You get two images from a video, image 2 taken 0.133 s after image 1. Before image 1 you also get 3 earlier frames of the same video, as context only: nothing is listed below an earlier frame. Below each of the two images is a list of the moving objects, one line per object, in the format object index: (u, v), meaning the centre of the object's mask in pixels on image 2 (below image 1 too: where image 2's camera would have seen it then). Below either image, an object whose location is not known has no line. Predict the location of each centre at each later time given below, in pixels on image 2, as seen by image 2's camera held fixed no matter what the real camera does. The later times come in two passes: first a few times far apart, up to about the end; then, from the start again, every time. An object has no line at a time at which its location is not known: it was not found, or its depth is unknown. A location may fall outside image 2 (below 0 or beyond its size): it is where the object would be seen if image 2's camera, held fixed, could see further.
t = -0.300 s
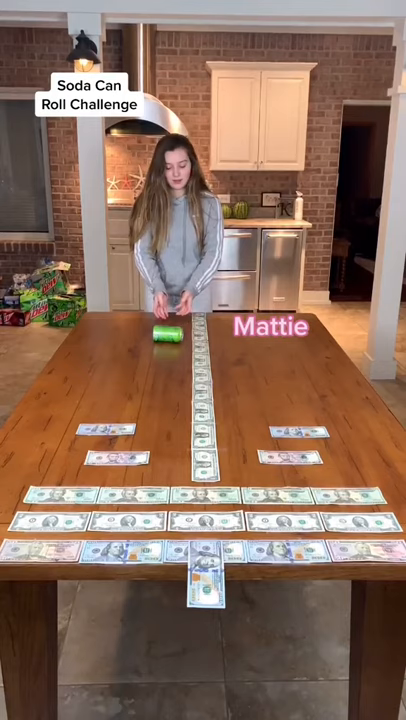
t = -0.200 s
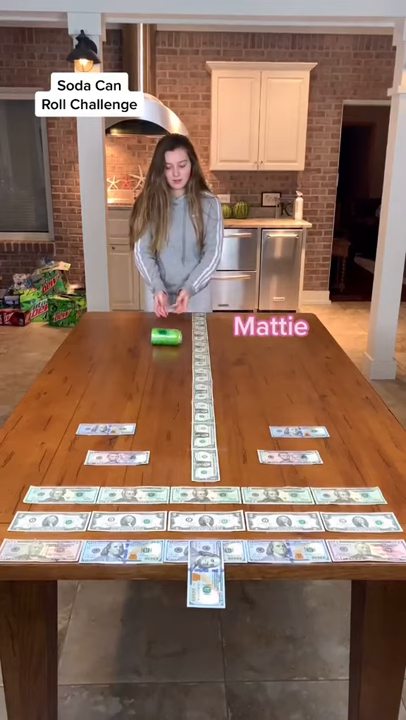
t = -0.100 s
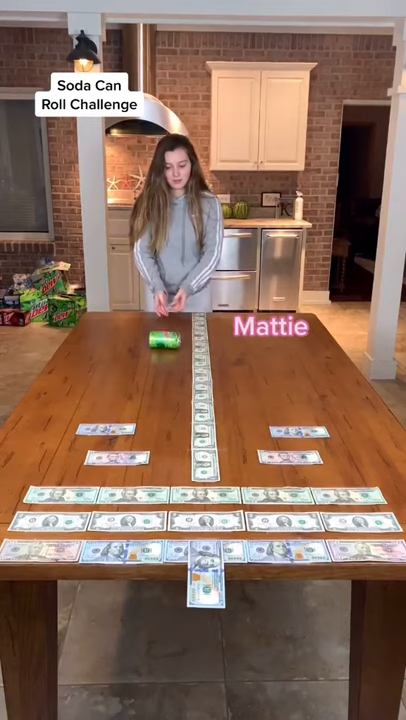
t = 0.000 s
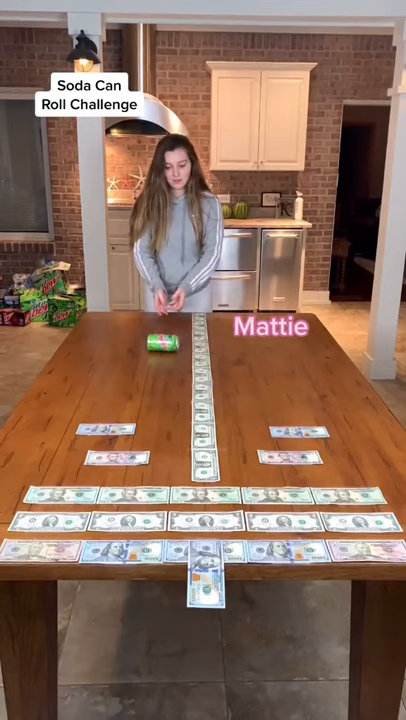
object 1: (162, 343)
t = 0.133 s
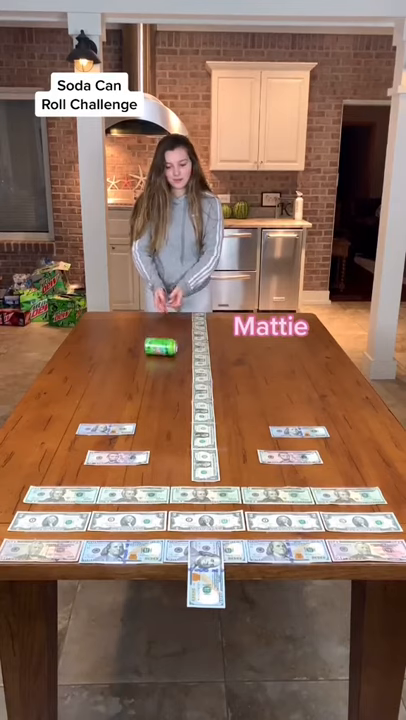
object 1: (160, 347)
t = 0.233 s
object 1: (158, 350)
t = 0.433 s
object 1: (155, 356)
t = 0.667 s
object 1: (151, 364)
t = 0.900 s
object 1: (147, 372)
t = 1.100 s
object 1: (143, 379)
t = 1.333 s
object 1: (138, 388)
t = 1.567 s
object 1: (133, 396)
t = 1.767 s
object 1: (129, 404)
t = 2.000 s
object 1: (124, 413)
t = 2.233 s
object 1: (119, 422)
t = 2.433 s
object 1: (115, 430)
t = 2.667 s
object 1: (110, 438)
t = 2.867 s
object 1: (106, 446)
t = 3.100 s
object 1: (100, 455)
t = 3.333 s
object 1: (96, 465)
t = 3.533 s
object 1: (91, 473)
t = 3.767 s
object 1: (87, 482)
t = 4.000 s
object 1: (82, 490)
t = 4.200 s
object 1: (76, 499)
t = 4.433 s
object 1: (72, 508)
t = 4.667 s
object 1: (67, 517)
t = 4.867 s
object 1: (62, 524)
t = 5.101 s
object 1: (59, 531)
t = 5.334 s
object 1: (54, 539)
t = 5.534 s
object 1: (51, 545)
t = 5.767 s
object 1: (46, 572)
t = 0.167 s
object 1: (160, 348)
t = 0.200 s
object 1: (159, 349)
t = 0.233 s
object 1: (158, 350)
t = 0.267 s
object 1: (158, 351)
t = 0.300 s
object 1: (157, 352)
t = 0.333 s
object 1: (157, 353)
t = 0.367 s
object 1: (156, 354)
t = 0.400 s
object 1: (156, 355)
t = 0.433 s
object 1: (155, 356)
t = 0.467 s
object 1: (155, 357)
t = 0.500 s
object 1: (154, 358)
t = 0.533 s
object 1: (154, 359)
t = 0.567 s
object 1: (153, 360)
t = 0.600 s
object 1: (152, 362)
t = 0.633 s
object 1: (152, 363)
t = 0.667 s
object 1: (151, 364)
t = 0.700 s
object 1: (150, 365)
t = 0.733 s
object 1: (150, 366)
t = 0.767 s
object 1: (149, 367)
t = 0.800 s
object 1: (149, 368)
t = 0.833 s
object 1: (148, 370)
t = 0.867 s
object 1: (147, 371)
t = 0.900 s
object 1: (147, 372)
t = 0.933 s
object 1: (146, 373)
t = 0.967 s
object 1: (146, 374)
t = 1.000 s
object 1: (145, 376)
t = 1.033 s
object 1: (144, 377)
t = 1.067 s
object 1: (143, 378)
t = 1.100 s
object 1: (143, 379)
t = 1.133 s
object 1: (142, 380)
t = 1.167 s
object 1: (141, 382)
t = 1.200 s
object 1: (141, 383)
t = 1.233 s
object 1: (140, 384)
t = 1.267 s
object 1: (139, 385)
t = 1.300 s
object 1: (138, 386)
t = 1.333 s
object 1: (138, 388)
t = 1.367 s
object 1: (137, 389)
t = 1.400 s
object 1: (136, 390)
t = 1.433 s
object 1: (136, 392)
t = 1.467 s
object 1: (135, 393)
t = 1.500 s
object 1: (135, 394)
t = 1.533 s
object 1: (134, 395)
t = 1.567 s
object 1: (133, 396)
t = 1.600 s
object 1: (133, 398)
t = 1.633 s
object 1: (131, 399)
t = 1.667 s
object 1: (131, 400)
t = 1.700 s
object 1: (130, 402)
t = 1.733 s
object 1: (129, 403)
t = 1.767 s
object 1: (129, 404)
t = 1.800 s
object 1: (128, 405)
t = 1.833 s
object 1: (127, 406)
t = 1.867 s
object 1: (127, 408)
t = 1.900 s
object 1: (126, 409)
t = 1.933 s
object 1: (125, 411)
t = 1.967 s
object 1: (124, 412)
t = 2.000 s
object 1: (124, 413)
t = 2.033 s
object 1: (123, 414)
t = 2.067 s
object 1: (122, 416)
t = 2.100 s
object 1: (121, 417)
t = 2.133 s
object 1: (121, 419)
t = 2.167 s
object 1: (120, 420)
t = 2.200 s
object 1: (120, 421)
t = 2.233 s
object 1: (119, 422)
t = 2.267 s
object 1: (118, 423)
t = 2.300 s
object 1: (118, 424)
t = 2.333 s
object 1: (117, 426)
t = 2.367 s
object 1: (116, 427)
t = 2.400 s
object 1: (115, 429)
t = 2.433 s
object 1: (115, 430)
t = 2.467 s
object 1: (114, 431)
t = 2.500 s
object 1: (113, 432)
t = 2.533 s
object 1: (113, 434)
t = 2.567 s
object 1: (112, 435)
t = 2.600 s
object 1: (111, 436)
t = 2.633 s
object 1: (111, 437)
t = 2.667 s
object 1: (110, 438)
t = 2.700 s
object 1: (110, 440)
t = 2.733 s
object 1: (109, 440)
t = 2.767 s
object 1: (108, 442)
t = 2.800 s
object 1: (108, 443)
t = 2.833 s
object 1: (107, 445)
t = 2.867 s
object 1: (106, 446)
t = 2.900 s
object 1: (105, 447)
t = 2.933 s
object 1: (104, 449)
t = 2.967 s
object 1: (103, 450)
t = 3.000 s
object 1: (103, 451)
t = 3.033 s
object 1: (102, 452)
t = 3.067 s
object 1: (101, 454)
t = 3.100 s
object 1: (100, 455)
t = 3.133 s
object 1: (100, 456)
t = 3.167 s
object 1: (99, 458)
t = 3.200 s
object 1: (99, 459)
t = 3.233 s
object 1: (98, 461)
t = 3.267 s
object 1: (97, 462)
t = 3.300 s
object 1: (96, 463)
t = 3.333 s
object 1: (96, 465)
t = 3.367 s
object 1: (95, 466)
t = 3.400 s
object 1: (94, 468)
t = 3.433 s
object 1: (93, 469)
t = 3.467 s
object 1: (92, 471)
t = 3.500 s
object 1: (92, 472)
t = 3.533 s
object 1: (91, 473)
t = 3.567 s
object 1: (90, 474)
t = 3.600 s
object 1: (89, 475)
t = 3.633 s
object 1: (89, 477)
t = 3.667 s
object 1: (88, 478)
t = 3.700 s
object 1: (88, 479)
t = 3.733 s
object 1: (87, 481)
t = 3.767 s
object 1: (87, 482)
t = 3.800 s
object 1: (86, 483)
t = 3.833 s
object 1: (85, 484)
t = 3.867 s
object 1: (84, 486)
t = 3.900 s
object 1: (84, 487)
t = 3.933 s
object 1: (83, 488)
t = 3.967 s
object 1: (82, 489)
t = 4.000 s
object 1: (82, 490)
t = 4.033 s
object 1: (81, 492)
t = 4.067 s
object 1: (80, 493)
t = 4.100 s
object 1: (79, 495)
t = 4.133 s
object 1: (78, 496)
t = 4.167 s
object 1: (77, 497)
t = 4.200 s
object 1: (76, 499)
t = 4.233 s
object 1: (76, 500)
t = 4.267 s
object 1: (75, 502)
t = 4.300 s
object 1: (74, 503)
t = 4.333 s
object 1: (74, 504)
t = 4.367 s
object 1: (73, 505)
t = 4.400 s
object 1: (73, 506)
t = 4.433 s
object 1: (72, 508)
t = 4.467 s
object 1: (71, 510)
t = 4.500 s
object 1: (70, 511)
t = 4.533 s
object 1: (69, 512)
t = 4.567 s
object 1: (69, 513)
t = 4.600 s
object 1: (68, 514)
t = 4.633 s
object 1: (67, 515)
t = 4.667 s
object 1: (67, 517)
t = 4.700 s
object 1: (66, 518)
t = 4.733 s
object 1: (65, 519)
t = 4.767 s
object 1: (65, 521)
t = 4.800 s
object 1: (64, 522)
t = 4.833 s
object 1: (63, 523)
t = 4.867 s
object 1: (62, 524)
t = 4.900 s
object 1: (62, 526)
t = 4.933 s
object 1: (62, 526)
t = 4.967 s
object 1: (61, 528)
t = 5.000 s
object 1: (60, 529)
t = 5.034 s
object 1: (60, 530)
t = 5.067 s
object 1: (60, 530)
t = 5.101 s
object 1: (59, 531)
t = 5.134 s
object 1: (59, 532)
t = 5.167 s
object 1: (58, 533)
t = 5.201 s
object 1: (57, 535)
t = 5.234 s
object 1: (57, 535)
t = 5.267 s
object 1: (56, 536)
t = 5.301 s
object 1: (55, 538)
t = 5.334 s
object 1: (54, 539)
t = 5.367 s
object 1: (54, 540)
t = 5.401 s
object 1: (54, 540)
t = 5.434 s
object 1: (52, 541)
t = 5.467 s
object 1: (52, 543)
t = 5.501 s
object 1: (51, 543)
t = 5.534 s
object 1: (51, 545)
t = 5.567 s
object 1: (50, 546)
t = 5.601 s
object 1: (51, 548)
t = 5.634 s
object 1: (50, 549)
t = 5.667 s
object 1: (49, 552)
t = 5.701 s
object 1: (48, 556)
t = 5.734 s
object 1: (47, 562)
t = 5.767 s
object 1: (46, 572)
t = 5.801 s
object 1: (46, 586)
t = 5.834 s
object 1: (45, 604)
